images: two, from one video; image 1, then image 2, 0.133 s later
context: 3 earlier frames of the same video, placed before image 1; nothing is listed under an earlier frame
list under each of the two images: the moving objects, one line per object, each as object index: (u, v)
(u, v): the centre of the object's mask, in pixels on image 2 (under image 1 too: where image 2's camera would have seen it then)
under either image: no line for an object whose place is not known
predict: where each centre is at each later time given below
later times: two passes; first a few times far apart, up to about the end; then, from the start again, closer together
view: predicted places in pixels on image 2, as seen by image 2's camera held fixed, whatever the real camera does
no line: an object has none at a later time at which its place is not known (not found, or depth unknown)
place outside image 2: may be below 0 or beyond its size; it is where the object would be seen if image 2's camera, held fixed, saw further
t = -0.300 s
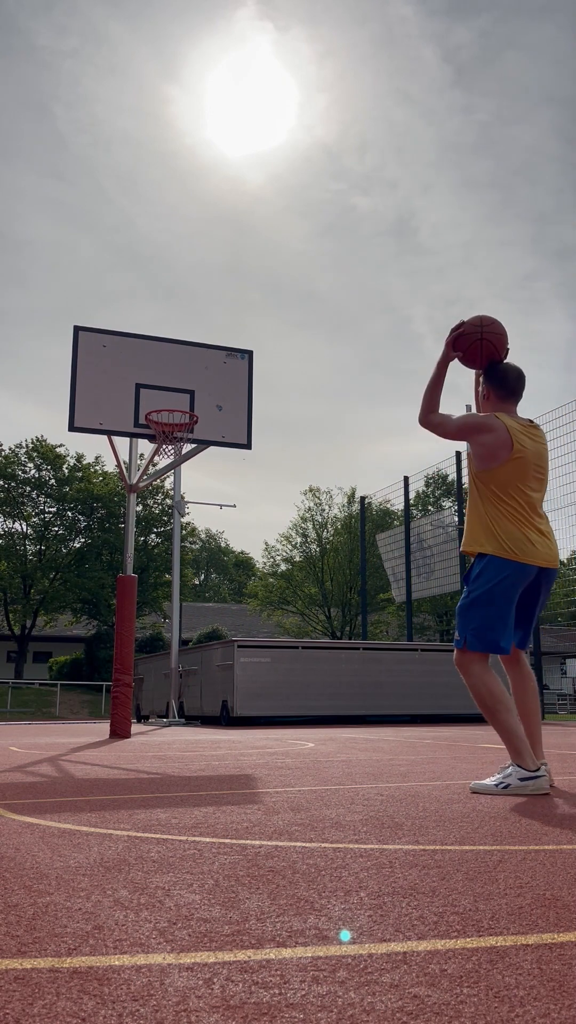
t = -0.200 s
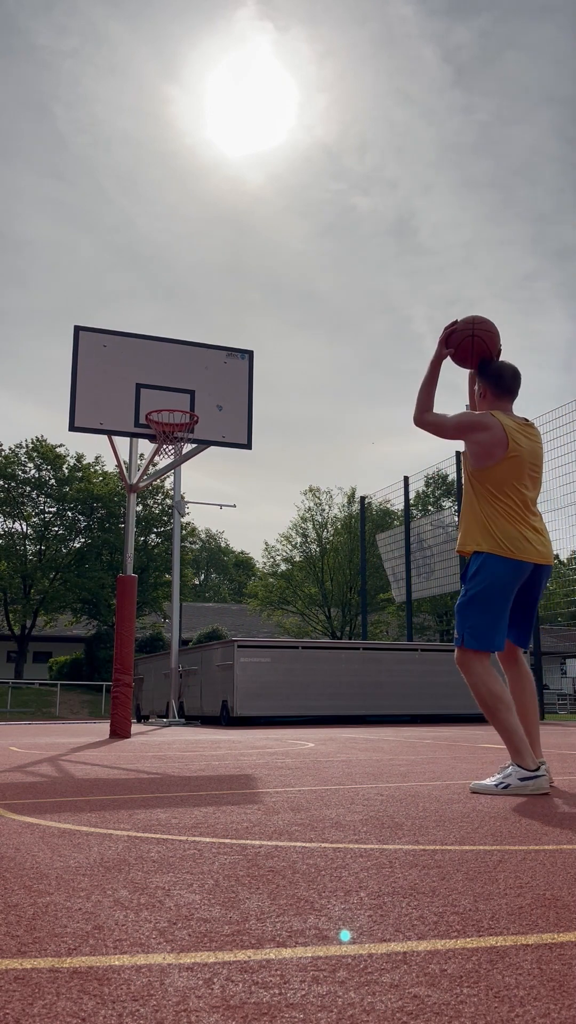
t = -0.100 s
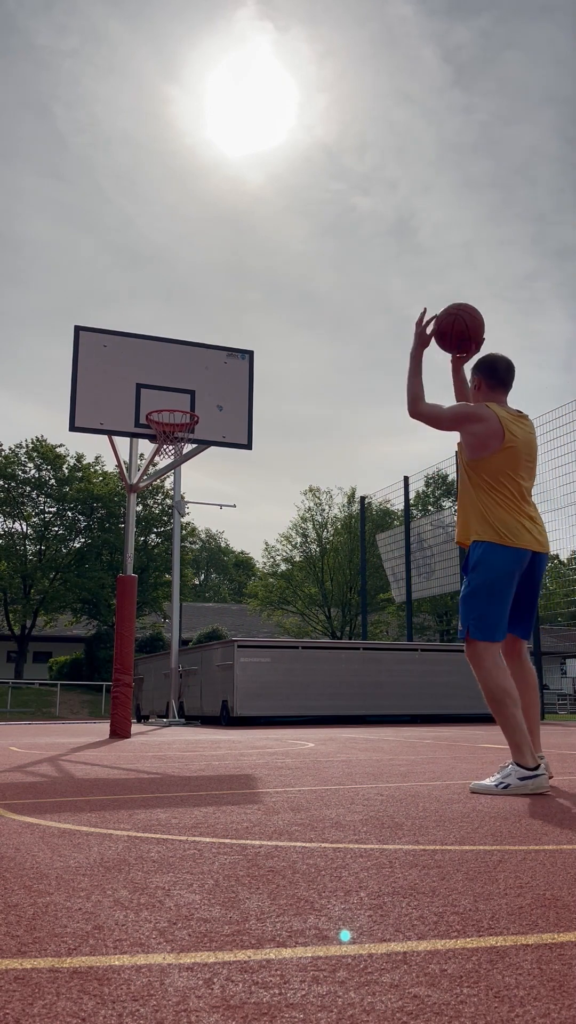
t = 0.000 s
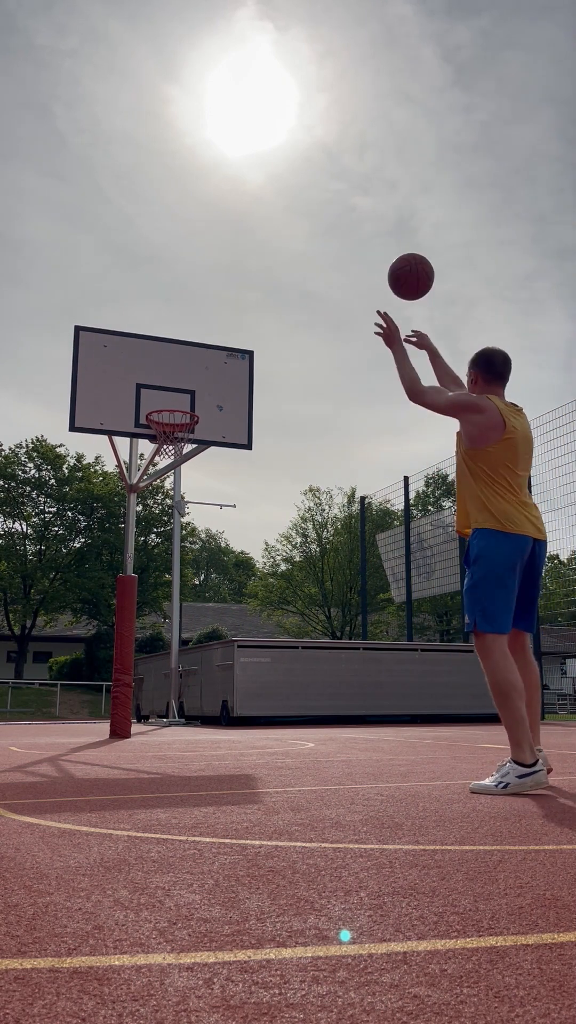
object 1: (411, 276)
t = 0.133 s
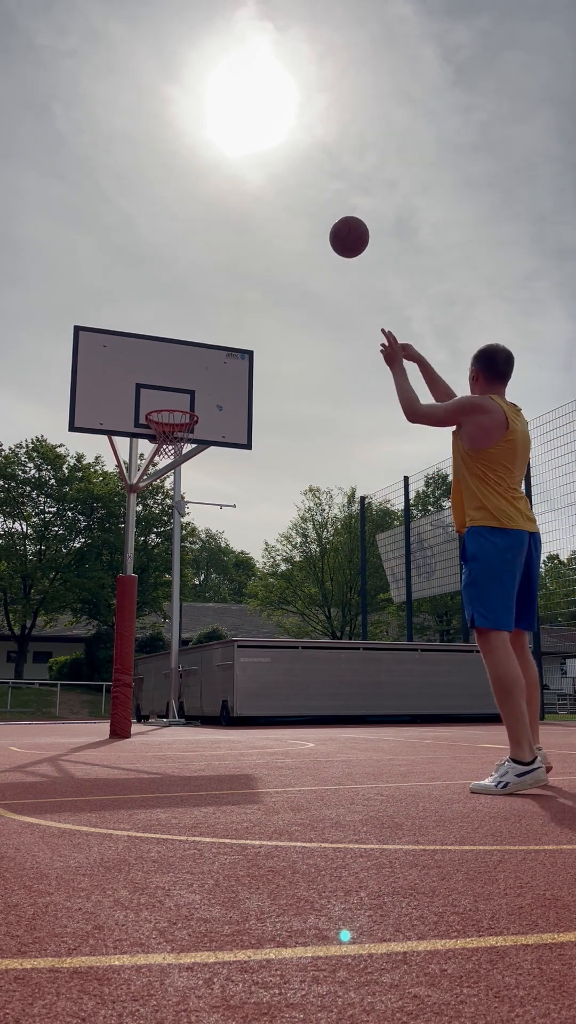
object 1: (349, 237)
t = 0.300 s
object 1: (292, 233)
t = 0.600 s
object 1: (217, 303)
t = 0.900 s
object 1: (166, 435)
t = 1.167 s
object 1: (172, 505)
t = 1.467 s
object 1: (179, 677)
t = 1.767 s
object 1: (202, 610)
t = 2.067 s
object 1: (228, 534)
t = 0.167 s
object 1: (336, 233)
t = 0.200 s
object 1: (324, 230)
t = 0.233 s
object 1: (313, 230)
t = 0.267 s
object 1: (302, 231)
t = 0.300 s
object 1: (292, 233)
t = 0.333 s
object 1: (282, 237)
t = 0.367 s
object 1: (273, 242)
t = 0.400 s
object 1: (264, 248)
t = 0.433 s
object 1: (255, 255)
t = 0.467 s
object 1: (247, 263)
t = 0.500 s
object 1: (239, 271)
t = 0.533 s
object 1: (231, 281)
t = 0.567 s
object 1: (224, 292)
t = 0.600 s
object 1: (217, 303)
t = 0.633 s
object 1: (210, 315)
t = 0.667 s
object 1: (204, 328)
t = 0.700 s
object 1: (197, 342)
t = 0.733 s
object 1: (191, 356)
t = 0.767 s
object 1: (185, 371)
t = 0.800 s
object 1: (179, 387)
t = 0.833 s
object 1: (173, 402)
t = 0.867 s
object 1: (167, 420)
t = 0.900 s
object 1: (166, 435)
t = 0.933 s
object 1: (164, 444)
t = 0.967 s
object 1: (165, 448)
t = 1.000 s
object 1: (166, 455)
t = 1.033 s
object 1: (167, 463)
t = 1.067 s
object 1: (169, 472)
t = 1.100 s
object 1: (170, 482)
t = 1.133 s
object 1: (171, 493)
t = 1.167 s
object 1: (172, 505)
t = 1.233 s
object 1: (174, 534)
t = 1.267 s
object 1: (175, 550)
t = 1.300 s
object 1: (175, 567)
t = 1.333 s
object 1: (176, 586)
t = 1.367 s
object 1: (177, 606)
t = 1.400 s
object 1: (177, 628)
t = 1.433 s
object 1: (178, 652)
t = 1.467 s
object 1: (179, 677)
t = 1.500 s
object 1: (179, 703)
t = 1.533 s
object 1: (180, 732)
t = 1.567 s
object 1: (183, 717)
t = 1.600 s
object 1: (186, 696)
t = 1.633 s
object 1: (190, 676)
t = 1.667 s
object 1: (193, 657)
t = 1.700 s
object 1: (196, 640)
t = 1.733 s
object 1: (199, 625)
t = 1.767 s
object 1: (202, 610)
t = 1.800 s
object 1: (205, 596)
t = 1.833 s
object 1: (208, 584)
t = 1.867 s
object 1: (211, 573)
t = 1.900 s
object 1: (214, 564)
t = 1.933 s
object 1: (217, 555)
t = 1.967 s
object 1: (220, 548)
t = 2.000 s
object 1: (223, 542)
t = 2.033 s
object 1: (226, 537)
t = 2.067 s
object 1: (228, 534)
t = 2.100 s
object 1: (231, 531)
